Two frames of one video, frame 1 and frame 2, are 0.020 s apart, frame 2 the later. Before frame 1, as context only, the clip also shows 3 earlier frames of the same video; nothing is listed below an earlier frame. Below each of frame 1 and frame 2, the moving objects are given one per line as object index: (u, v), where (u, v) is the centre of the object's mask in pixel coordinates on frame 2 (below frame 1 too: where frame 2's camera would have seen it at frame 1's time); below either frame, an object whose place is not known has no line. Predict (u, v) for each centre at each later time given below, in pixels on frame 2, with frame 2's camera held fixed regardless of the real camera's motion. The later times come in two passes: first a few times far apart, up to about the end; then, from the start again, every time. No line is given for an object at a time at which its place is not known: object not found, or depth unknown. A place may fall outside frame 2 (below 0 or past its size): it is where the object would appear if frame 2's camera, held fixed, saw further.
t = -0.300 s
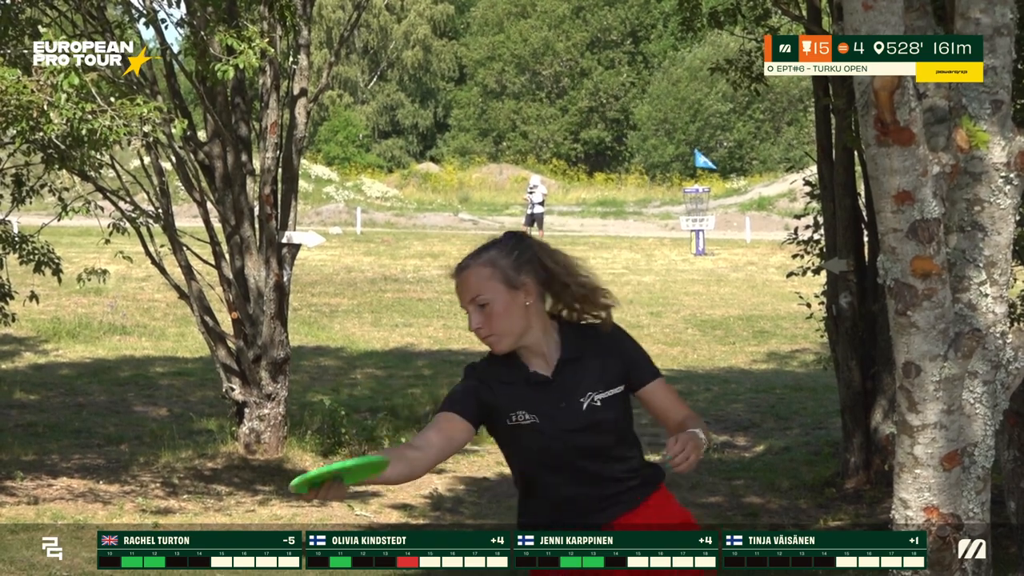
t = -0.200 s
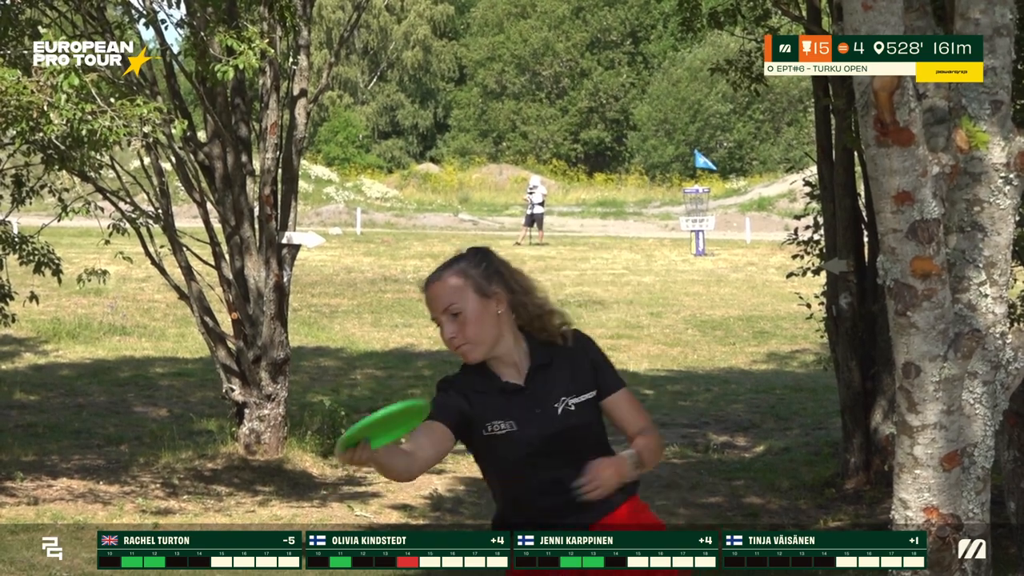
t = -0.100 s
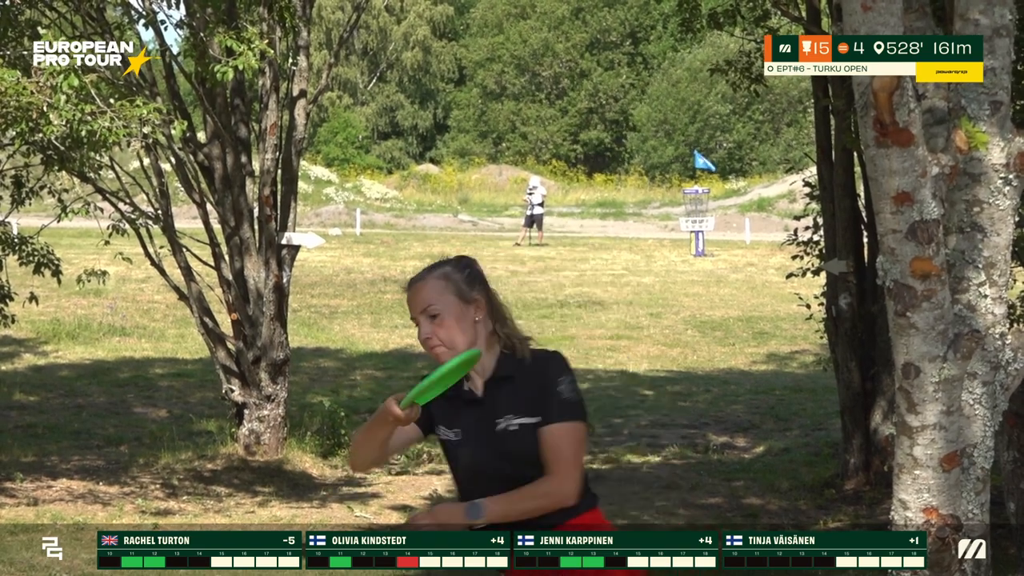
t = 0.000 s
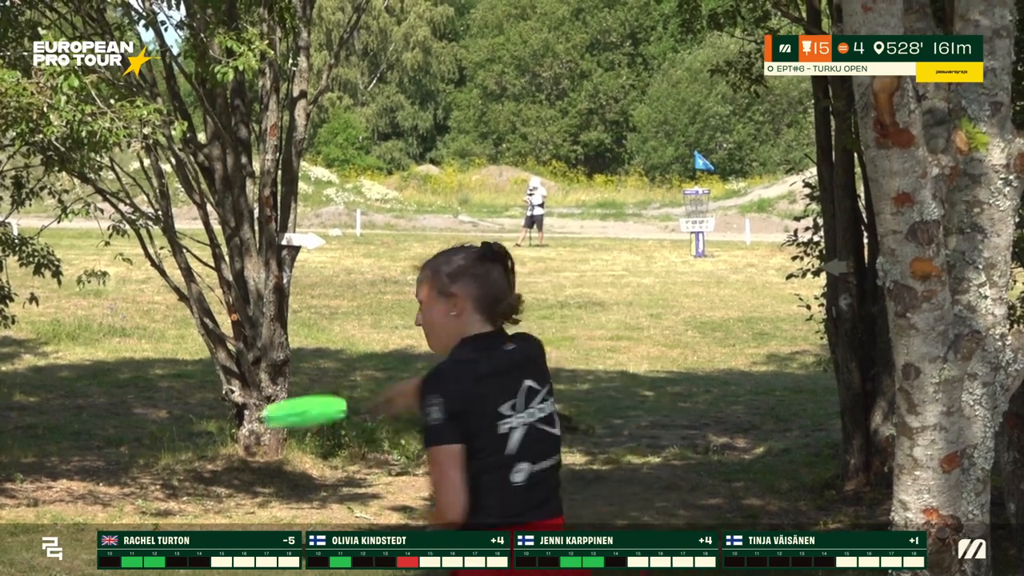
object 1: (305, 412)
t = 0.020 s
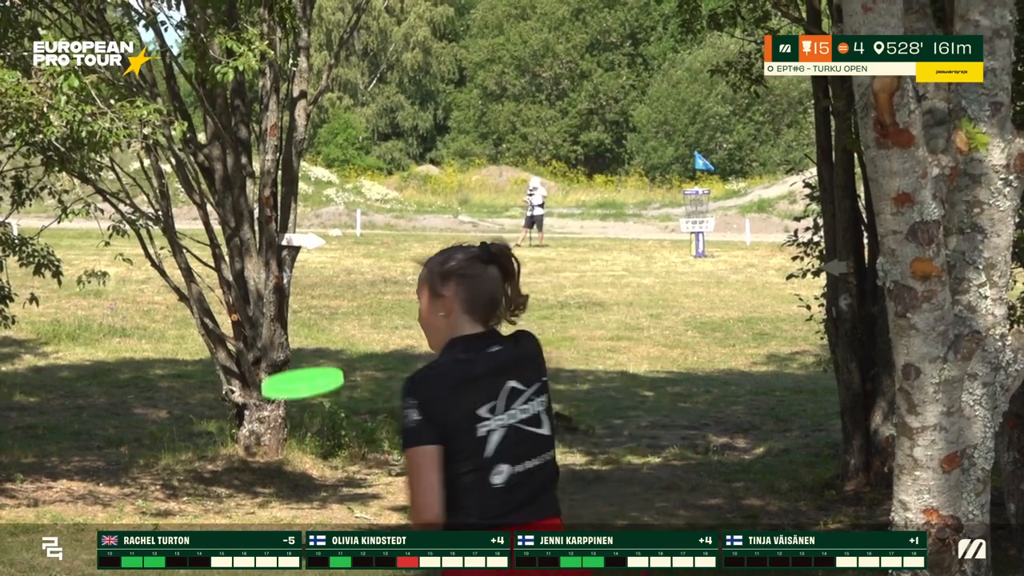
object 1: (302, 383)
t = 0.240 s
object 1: (285, 182)
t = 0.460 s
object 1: (274, 103)
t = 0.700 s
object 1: (267, 68)
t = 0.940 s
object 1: (263, 53)
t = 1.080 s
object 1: (257, 47)
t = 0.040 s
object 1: (300, 355)
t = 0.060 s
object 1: (298, 329)
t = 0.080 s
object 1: (296, 306)
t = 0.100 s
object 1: (295, 285)
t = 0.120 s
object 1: (293, 267)
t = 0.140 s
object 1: (289, 250)
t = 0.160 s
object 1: (289, 232)
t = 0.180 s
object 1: (289, 218)
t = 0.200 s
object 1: (287, 204)
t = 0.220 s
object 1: (286, 193)
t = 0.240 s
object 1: (285, 182)
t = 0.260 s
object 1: (284, 172)
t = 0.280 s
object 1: (283, 162)
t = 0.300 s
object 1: (281, 154)
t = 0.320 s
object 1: (281, 146)
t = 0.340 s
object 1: (280, 138)
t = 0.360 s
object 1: (278, 131)
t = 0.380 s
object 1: (277, 125)
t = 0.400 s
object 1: (276, 119)
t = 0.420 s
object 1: (275, 113)
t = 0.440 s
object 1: (275, 107)
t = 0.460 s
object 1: (274, 103)
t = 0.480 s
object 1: (273, 98)
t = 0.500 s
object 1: (273, 94)
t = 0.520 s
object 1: (272, 90)
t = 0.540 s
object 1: (271, 87)
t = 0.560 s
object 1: (270, 84)
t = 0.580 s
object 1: (270, 81)
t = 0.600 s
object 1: (269, 78)
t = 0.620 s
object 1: (268, 76)
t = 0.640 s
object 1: (269, 73)
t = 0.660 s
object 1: (268, 72)
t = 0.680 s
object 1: (267, 70)
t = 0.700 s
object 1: (267, 68)
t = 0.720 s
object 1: (265, 66)
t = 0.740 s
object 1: (264, 65)
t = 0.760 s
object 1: (265, 64)
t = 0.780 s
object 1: (264, 62)
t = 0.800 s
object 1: (264, 61)
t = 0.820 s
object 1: (263, 60)
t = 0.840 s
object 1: (264, 60)
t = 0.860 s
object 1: (266, 58)
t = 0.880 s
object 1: (264, 57)
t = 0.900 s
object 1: (266, 56)
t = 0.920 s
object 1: (262, 54)
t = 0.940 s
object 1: (263, 53)
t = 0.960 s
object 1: (261, 53)
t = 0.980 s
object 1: (260, 52)
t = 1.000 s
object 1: (260, 53)
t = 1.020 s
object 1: (263, 50)
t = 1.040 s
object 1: (263, 50)
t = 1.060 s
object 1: (263, 49)
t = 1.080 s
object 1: (257, 47)
